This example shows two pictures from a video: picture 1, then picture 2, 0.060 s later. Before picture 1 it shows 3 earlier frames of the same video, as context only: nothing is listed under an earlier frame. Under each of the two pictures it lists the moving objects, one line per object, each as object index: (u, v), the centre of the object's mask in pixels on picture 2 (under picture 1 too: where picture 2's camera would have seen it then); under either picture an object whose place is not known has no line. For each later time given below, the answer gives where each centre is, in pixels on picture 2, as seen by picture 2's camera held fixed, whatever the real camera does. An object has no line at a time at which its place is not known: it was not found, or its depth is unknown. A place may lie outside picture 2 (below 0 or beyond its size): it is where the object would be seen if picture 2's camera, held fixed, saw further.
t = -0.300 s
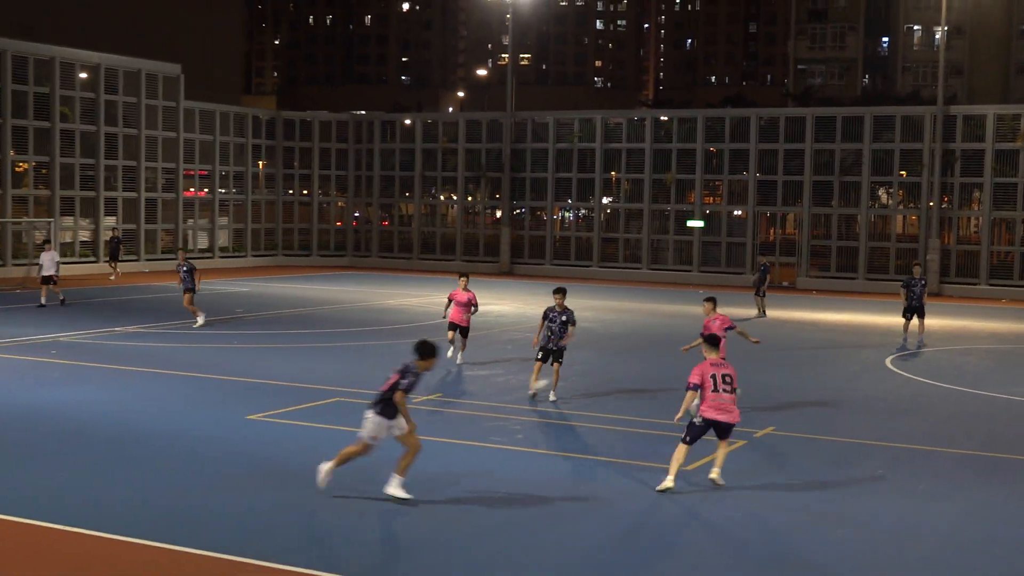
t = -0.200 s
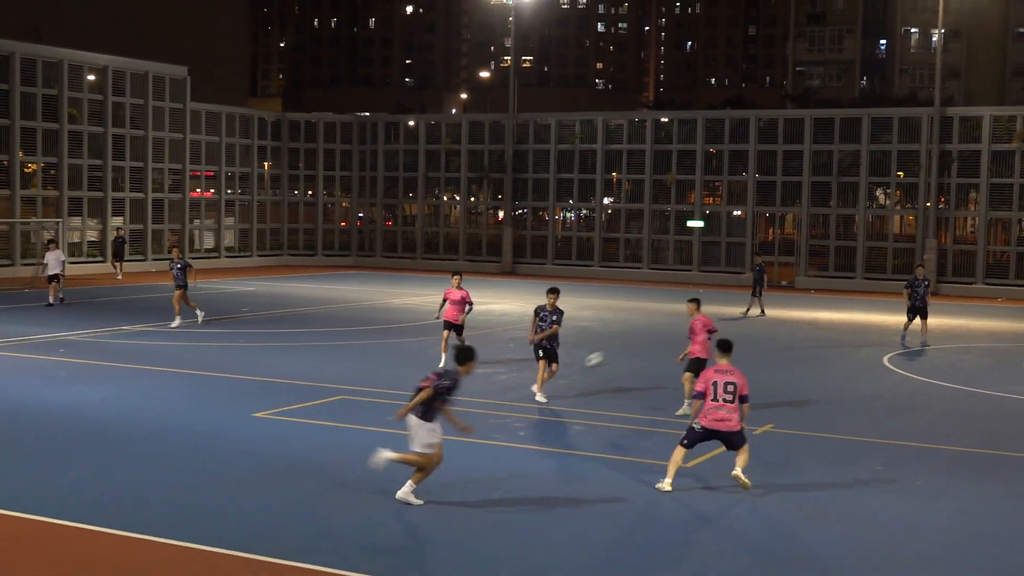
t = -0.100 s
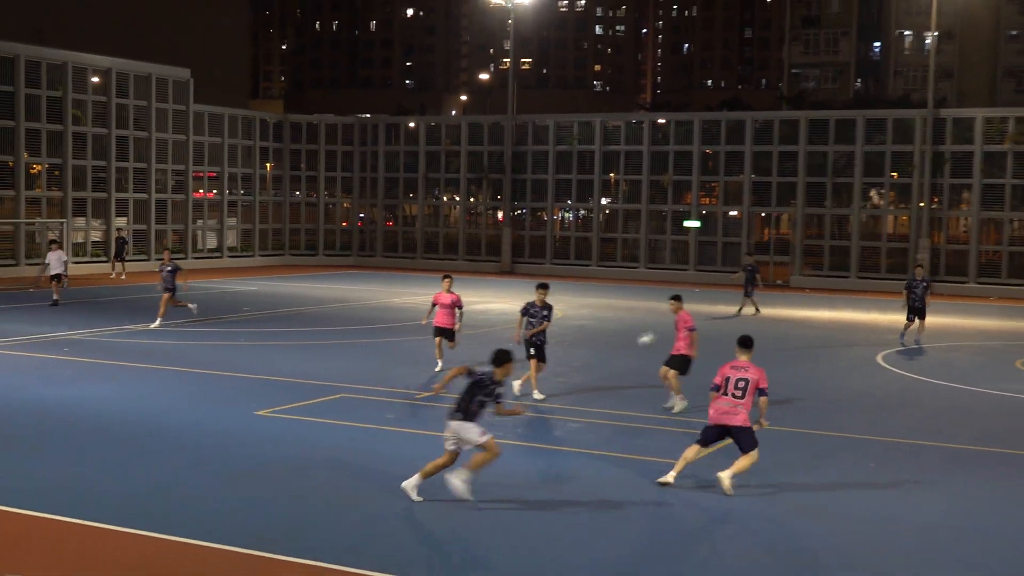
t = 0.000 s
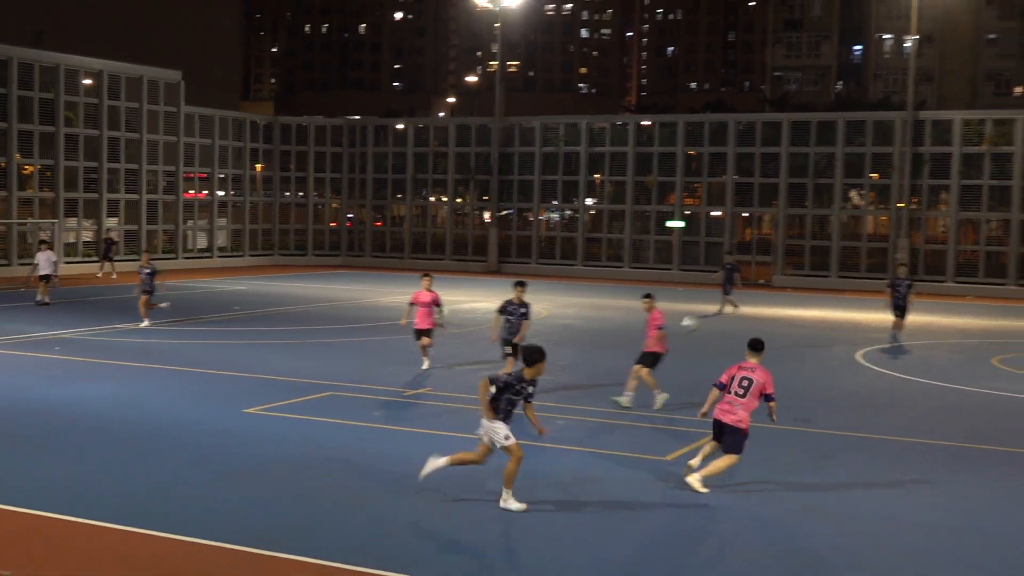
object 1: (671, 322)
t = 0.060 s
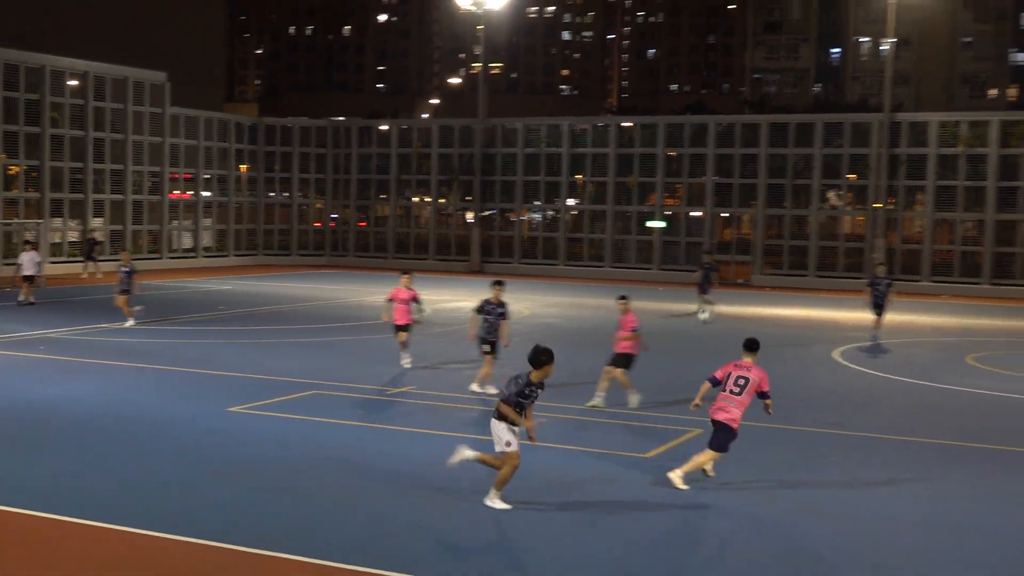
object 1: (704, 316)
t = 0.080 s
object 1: (717, 314)
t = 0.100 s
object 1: (730, 313)
